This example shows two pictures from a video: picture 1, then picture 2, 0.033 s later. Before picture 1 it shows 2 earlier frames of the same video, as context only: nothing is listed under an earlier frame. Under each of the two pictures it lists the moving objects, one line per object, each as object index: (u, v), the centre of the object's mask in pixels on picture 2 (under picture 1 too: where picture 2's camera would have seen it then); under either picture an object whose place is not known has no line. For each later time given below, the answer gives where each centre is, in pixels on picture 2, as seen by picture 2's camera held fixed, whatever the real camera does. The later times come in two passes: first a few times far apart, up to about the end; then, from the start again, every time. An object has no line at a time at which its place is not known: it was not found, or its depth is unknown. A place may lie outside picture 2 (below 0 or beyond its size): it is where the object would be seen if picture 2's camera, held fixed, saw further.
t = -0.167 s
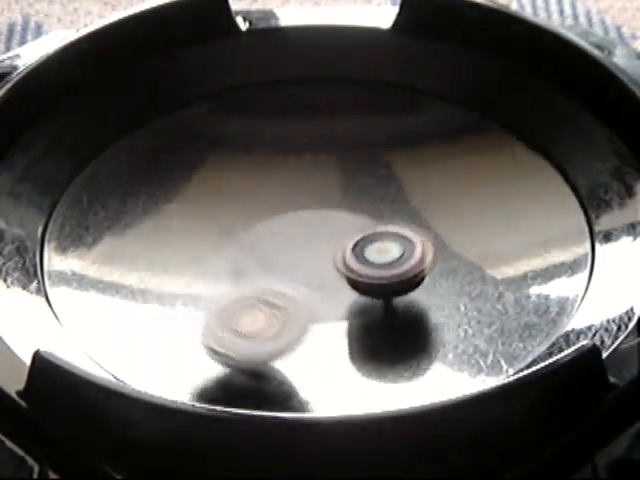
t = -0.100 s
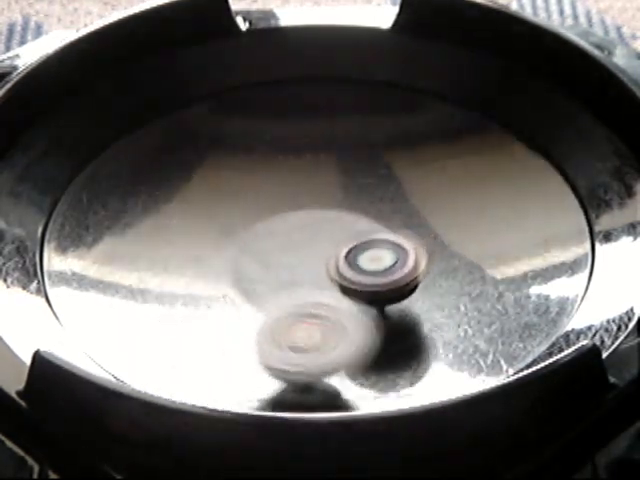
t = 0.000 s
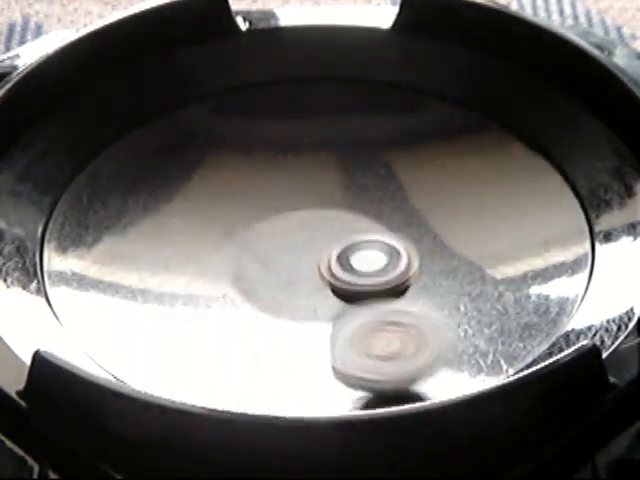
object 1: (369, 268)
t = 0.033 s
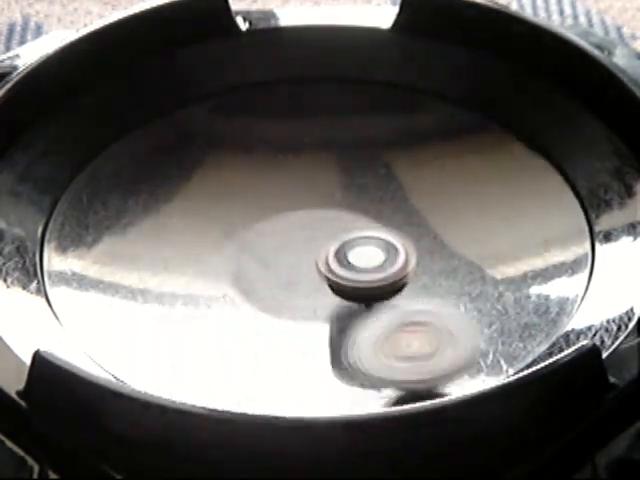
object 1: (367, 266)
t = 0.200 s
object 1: (344, 261)
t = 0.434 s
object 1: (302, 256)
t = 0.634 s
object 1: (271, 251)
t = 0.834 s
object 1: (241, 288)
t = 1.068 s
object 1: (293, 334)
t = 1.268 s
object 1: (358, 320)
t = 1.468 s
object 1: (389, 284)
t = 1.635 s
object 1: (436, 233)
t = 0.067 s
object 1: (363, 263)
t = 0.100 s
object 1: (358, 262)
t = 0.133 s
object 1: (354, 262)
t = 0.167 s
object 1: (348, 262)
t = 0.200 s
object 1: (344, 261)
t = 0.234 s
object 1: (337, 261)
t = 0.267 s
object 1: (332, 260)
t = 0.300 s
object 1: (326, 259)
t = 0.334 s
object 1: (320, 258)
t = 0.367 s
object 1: (315, 257)
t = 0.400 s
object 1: (309, 257)
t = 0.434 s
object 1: (302, 256)
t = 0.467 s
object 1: (296, 255)
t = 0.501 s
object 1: (290, 253)
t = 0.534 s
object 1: (284, 253)
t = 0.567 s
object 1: (279, 253)
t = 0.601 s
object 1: (274, 252)
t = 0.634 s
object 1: (271, 251)
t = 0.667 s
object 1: (266, 250)
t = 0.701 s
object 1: (262, 248)
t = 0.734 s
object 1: (258, 247)
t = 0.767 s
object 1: (253, 250)
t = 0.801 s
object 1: (246, 268)
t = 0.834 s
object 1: (241, 288)
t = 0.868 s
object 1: (241, 303)
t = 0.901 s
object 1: (245, 313)
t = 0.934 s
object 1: (250, 321)
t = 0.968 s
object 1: (261, 325)
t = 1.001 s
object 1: (270, 331)
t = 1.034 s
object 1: (281, 332)
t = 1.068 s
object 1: (293, 334)
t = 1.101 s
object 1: (305, 335)
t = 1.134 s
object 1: (317, 334)
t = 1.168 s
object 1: (329, 330)
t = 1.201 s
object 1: (339, 327)
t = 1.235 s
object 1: (349, 324)
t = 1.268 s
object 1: (358, 320)
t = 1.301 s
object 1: (367, 315)
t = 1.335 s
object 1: (373, 310)
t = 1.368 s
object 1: (380, 304)
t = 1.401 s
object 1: (384, 298)
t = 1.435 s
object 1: (388, 292)
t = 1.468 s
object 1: (389, 284)
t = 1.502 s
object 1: (390, 277)
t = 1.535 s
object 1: (389, 270)
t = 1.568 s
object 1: (387, 262)
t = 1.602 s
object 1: (392, 253)
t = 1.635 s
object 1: (436, 233)
